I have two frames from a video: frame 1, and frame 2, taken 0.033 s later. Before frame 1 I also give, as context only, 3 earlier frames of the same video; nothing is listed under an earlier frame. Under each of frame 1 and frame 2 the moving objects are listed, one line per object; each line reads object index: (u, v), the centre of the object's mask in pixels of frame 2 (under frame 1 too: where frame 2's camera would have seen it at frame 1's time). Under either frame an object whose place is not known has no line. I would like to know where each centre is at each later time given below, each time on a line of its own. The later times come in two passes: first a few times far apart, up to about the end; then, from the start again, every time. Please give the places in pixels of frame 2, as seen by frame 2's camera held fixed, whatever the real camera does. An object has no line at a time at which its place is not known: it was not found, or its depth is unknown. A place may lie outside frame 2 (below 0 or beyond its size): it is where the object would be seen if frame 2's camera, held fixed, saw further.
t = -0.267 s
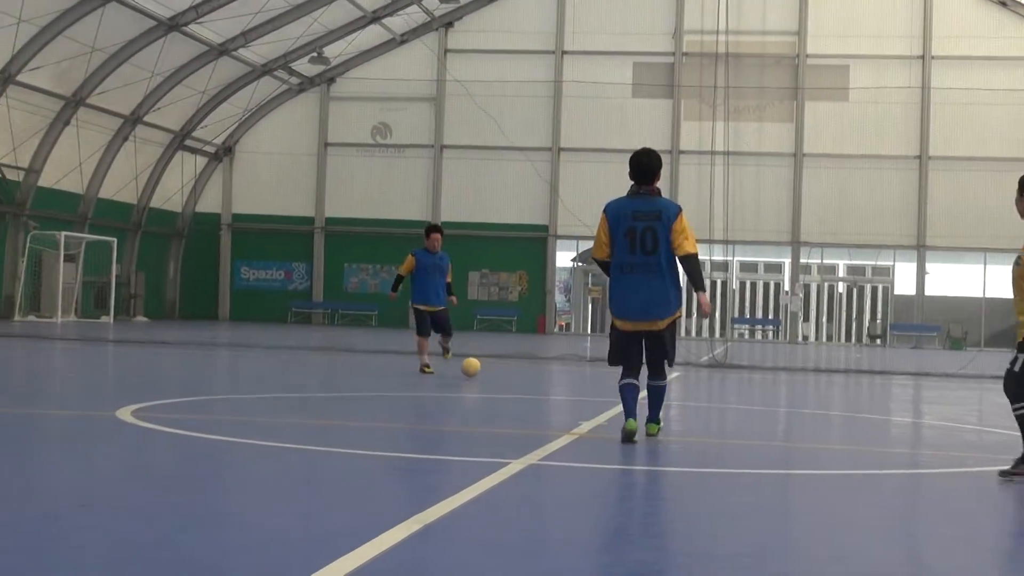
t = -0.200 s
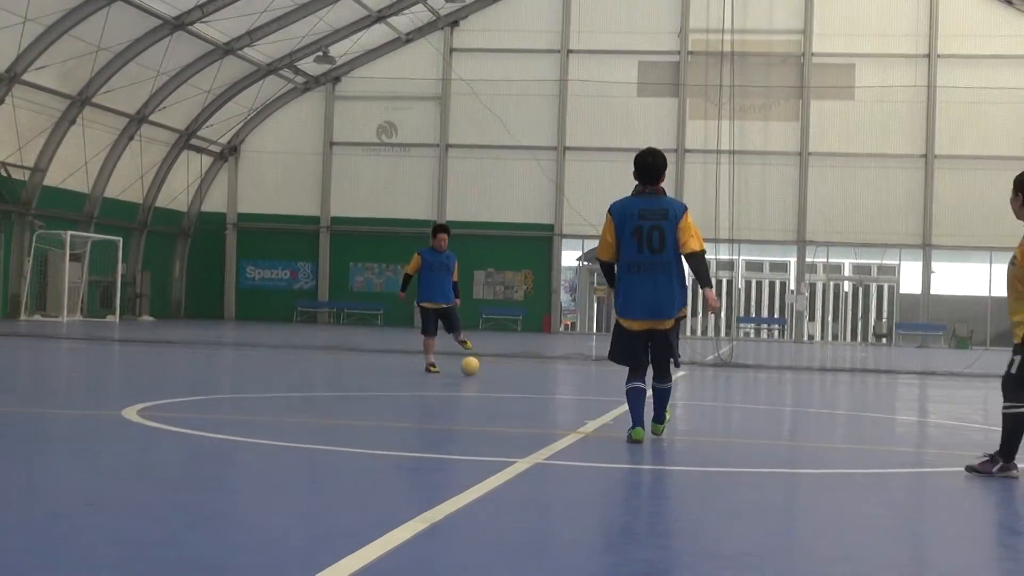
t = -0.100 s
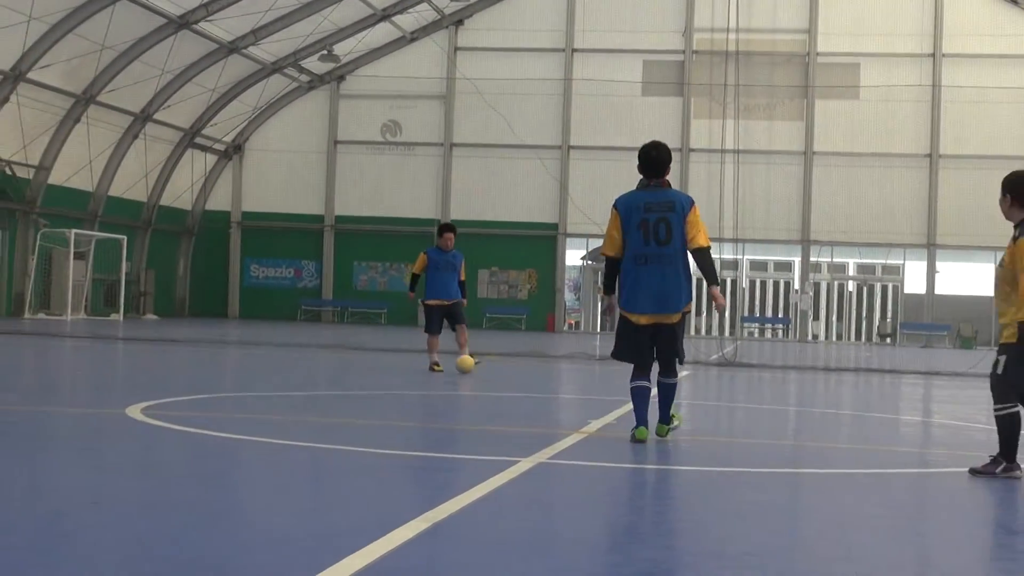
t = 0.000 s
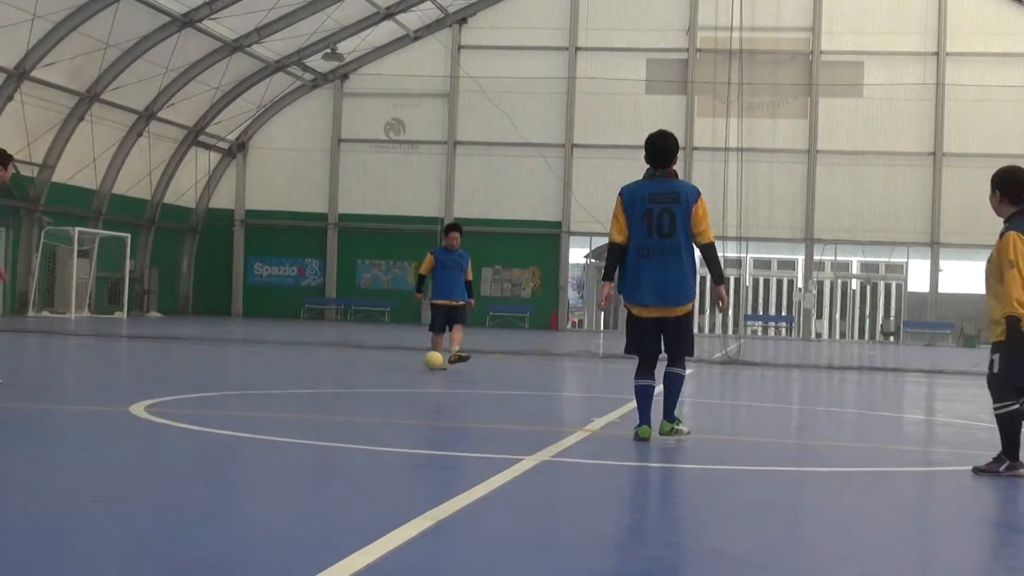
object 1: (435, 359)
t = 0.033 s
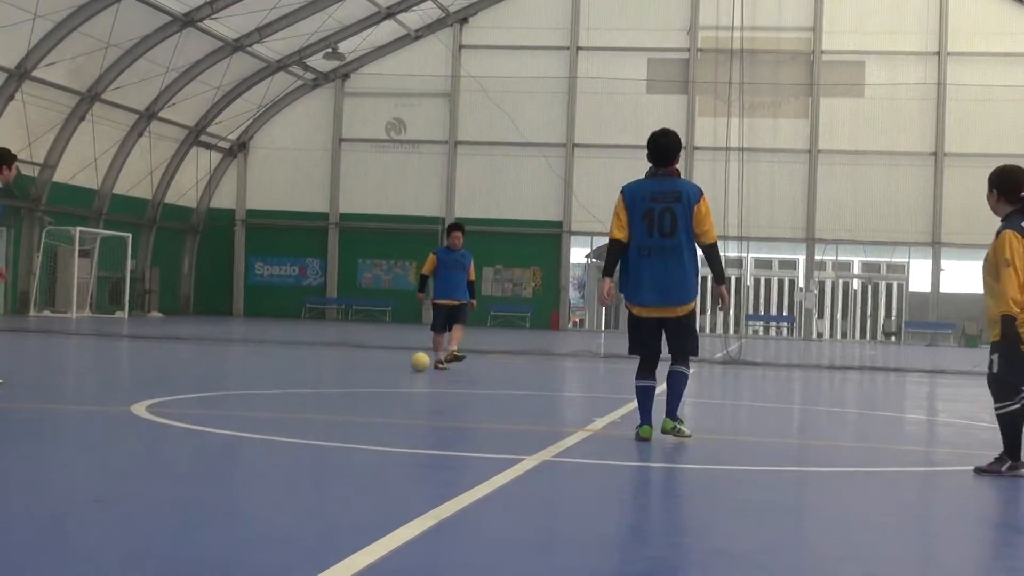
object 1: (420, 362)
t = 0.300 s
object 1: (298, 361)
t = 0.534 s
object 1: (182, 364)
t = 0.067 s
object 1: (406, 362)
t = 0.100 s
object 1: (391, 362)
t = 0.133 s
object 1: (377, 362)
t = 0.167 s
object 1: (361, 363)
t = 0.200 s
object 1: (346, 364)
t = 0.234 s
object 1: (331, 364)
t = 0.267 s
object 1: (315, 363)
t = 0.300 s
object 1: (298, 361)
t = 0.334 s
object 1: (282, 360)
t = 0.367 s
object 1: (266, 361)
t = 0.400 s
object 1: (249, 361)
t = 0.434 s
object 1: (232, 362)
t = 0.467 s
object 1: (216, 362)
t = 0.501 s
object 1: (199, 363)
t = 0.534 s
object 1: (182, 364)
